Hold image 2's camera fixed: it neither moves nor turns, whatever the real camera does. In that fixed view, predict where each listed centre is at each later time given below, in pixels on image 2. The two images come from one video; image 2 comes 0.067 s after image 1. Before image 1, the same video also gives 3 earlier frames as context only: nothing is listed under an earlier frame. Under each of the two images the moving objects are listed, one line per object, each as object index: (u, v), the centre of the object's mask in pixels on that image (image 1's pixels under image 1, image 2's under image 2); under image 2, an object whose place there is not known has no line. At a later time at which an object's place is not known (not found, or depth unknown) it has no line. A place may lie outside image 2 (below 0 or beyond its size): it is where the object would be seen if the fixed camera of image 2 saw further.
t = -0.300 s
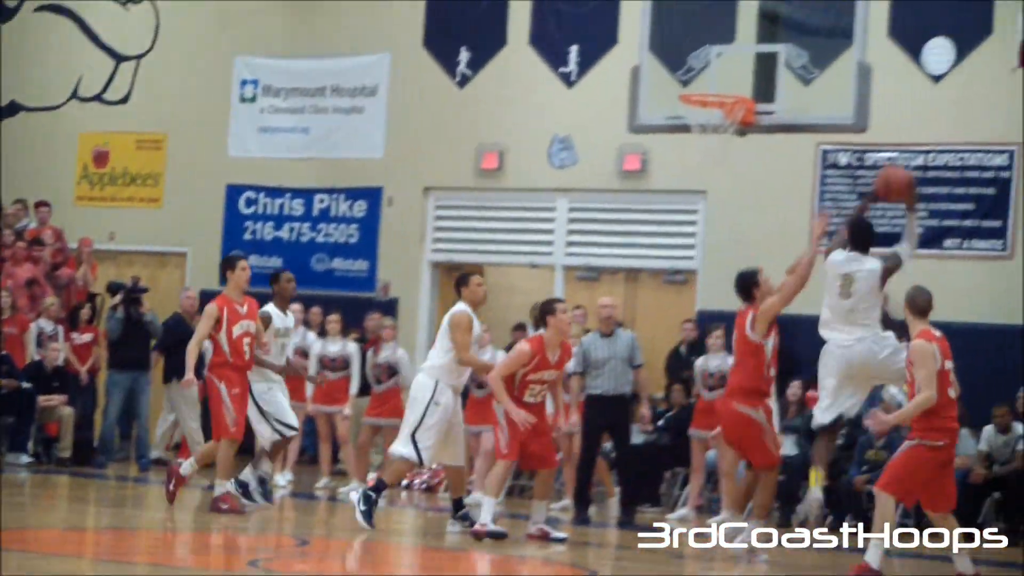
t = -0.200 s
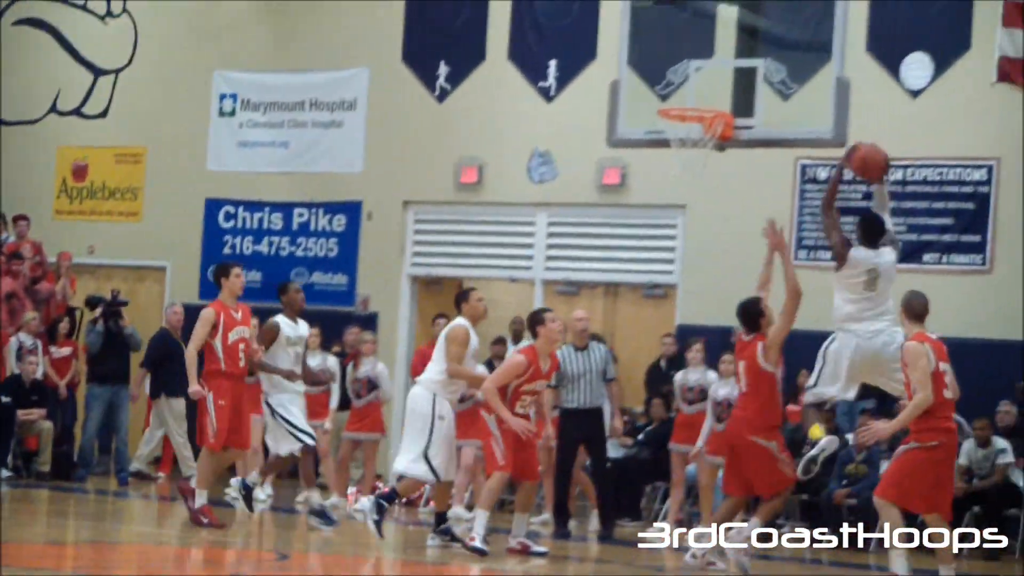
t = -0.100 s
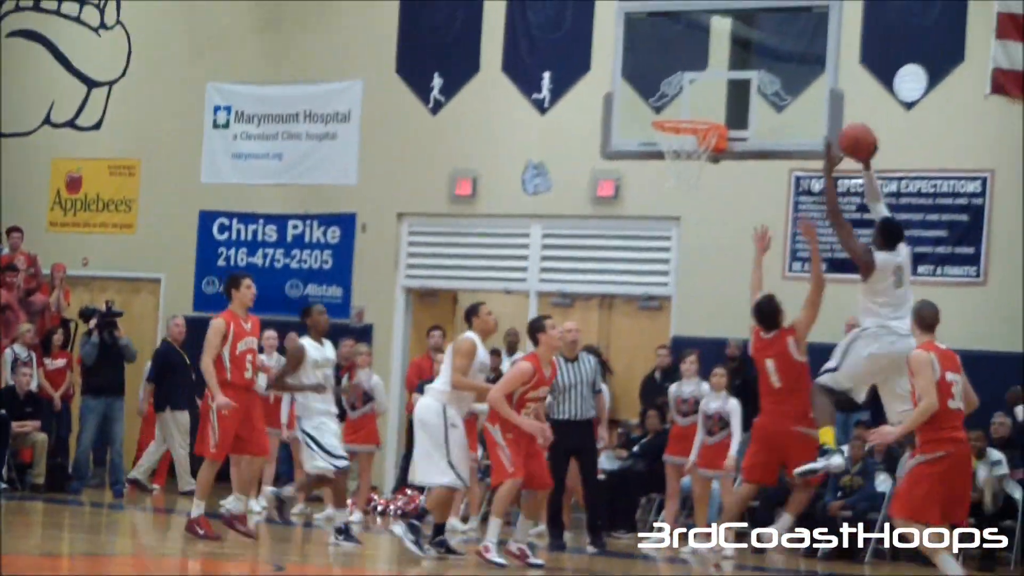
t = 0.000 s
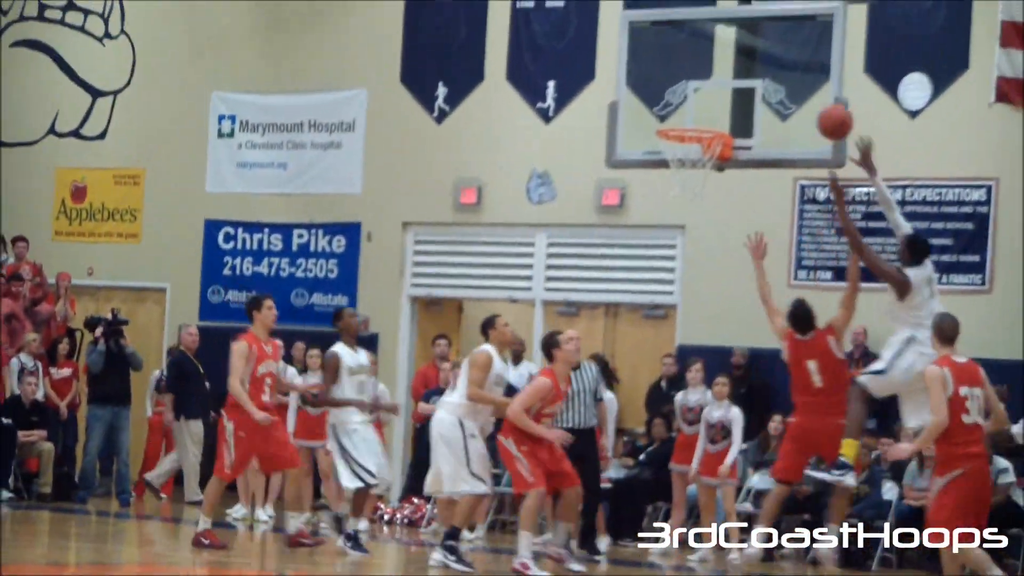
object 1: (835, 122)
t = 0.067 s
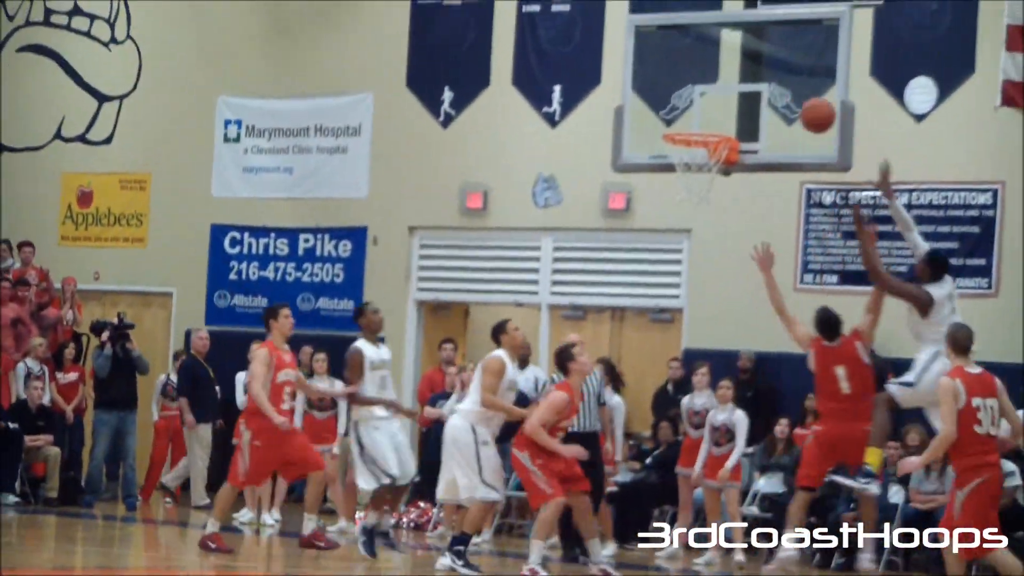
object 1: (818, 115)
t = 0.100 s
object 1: (806, 113)
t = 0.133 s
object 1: (794, 113)
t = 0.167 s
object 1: (783, 113)
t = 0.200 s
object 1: (771, 116)
